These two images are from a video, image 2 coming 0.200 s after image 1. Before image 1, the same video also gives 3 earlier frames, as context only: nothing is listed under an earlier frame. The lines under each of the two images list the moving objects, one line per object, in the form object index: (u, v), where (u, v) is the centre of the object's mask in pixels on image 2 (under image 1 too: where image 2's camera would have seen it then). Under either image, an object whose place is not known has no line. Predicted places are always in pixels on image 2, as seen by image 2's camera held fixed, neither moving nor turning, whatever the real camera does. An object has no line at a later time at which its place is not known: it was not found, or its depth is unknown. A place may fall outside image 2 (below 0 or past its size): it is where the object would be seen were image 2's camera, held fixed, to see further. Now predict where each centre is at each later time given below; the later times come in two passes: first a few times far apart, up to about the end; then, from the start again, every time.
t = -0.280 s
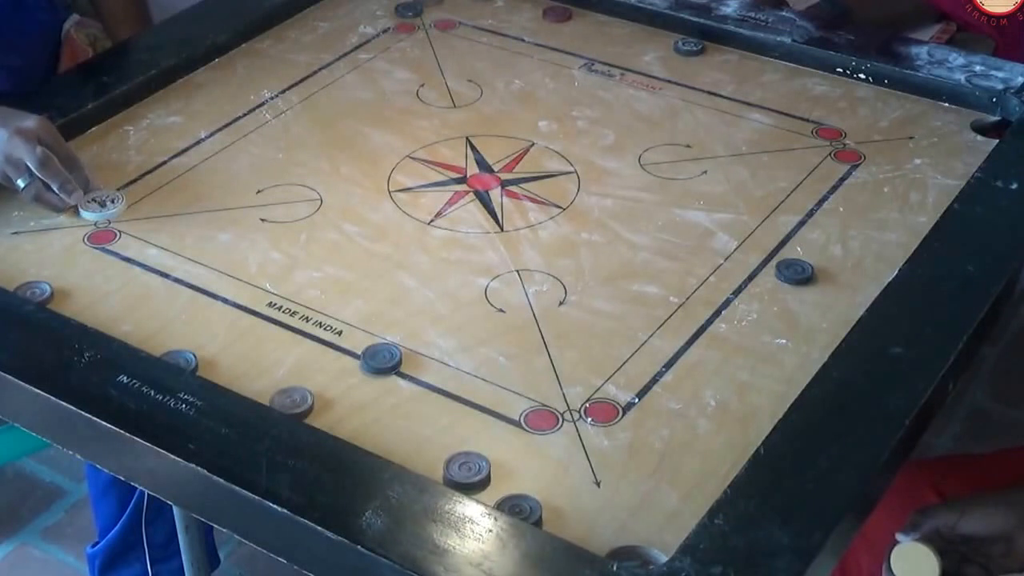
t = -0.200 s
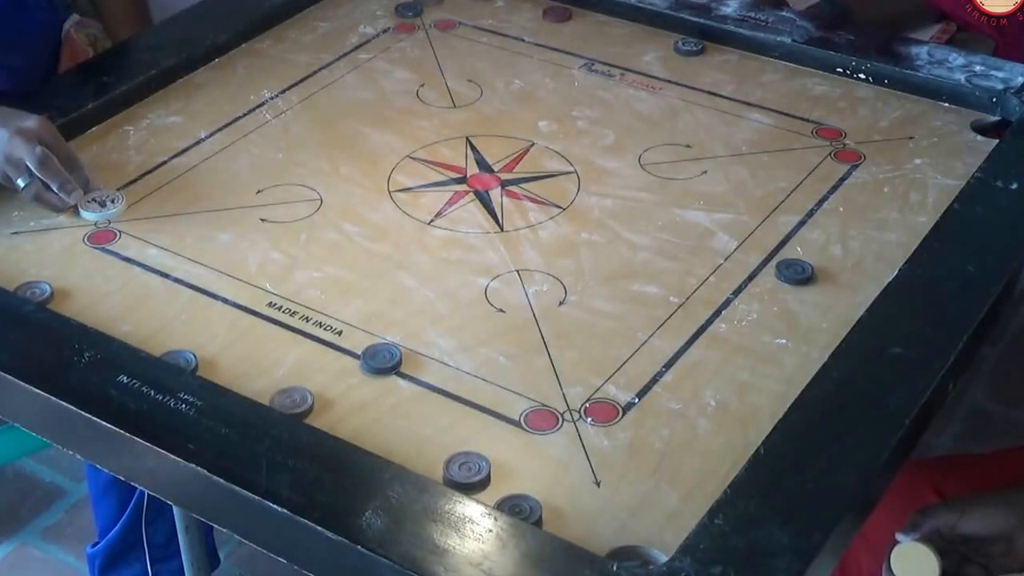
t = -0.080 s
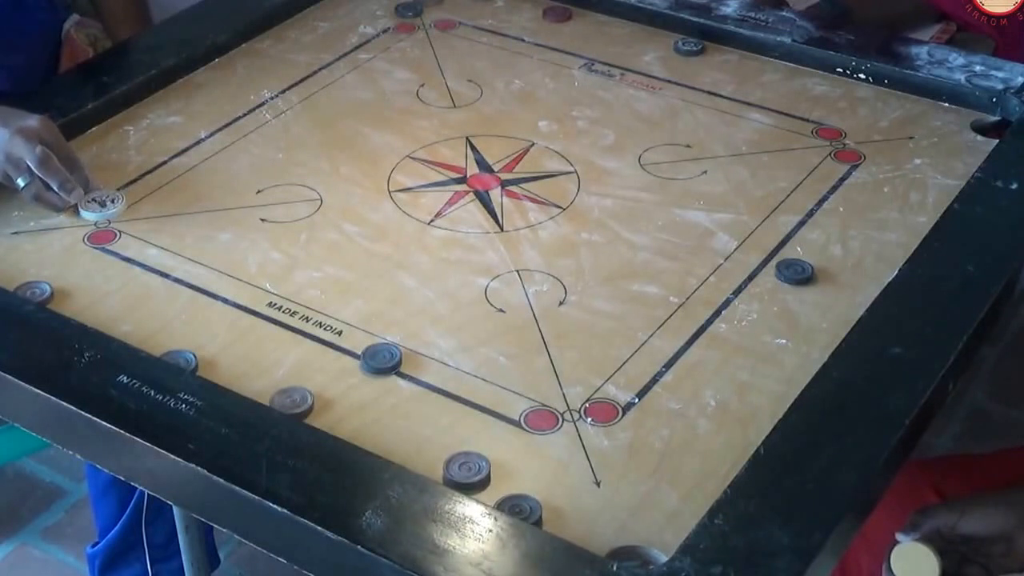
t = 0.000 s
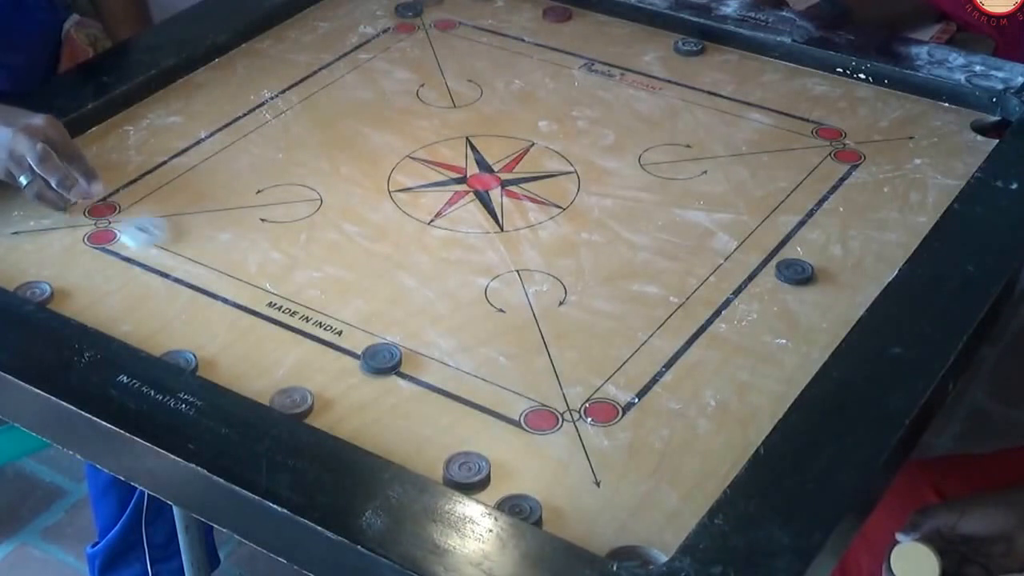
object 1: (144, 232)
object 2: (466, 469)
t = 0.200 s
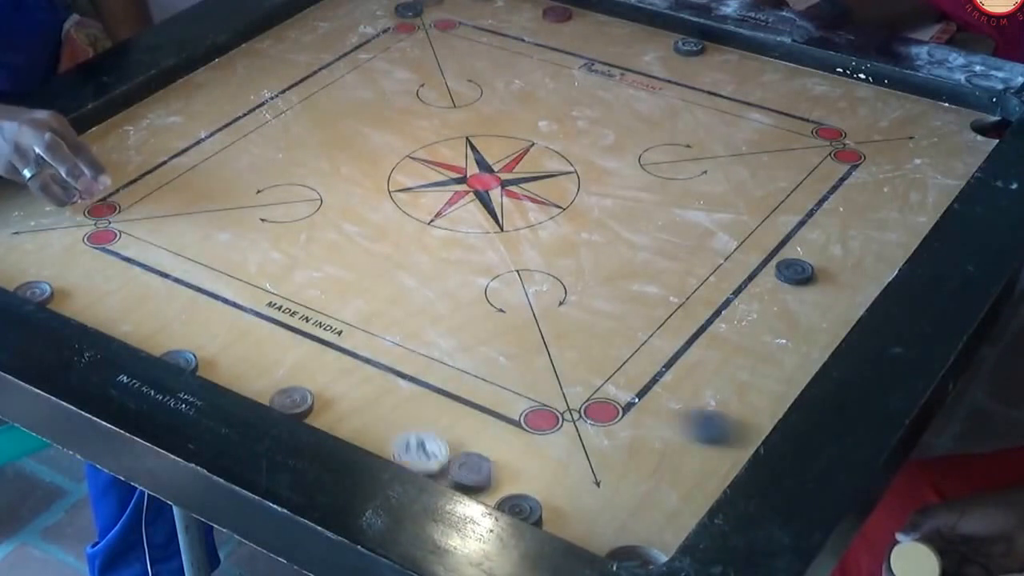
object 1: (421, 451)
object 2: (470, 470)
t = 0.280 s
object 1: (486, 466)
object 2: (555, 470)
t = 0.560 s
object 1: (620, 399)
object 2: (747, 431)
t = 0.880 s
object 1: (644, 374)
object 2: (747, 413)
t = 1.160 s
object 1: (644, 374)
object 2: (747, 413)
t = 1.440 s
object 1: (644, 374)
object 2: (747, 413)
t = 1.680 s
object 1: (644, 374)
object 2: (747, 413)
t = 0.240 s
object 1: (449, 467)
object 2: (523, 477)
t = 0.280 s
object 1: (486, 466)
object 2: (555, 470)
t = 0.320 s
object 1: (523, 461)
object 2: (584, 463)
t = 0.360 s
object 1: (556, 458)
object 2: (614, 456)
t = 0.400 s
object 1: (581, 450)
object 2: (649, 449)
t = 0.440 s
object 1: (593, 435)
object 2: (680, 444)
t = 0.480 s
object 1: (603, 421)
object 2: (708, 439)
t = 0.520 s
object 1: (612, 409)
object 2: (731, 435)
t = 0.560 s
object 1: (620, 399)
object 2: (747, 431)
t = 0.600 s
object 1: (627, 390)
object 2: (751, 425)
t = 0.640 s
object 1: (632, 384)
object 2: (749, 419)
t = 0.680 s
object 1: (637, 380)
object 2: (747, 416)
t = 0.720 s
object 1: (641, 376)
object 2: (747, 414)
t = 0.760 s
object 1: (643, 375)
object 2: (747, 413)
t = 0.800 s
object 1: (644, 374)
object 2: (747, 413)
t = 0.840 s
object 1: (644, 374)
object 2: (747, 413)
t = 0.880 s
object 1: (644, 374)
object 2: (747, 413)
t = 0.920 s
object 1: (644, 374)
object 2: (747, 413)
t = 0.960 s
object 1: (644, 374)
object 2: (747, 413)
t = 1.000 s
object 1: (644, 374)
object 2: (747, 413)
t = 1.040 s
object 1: (644, 374)
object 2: (747, 413)
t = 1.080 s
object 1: (644, 374)
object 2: (747, 413)
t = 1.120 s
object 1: (644, 374)
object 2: (747, 413)
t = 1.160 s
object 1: (644, 374)
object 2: (747, 413)
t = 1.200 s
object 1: (644, 374)
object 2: (747, 413)
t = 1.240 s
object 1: (644, 374)
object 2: (747, 413)
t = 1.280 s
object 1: (644, 374)
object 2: (747, 413)
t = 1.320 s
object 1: (644, 374)
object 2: (747, 413)
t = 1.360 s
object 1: (644, 374)
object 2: (747, 413)
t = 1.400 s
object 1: (644, 374)
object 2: (747, 413)
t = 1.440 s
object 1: (644, 374)
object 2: (747, 413)
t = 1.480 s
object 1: (644, 374)
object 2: (747, 413)
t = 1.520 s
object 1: (644, 374)
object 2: (747, 413)
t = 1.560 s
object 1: (644, 374)
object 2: (747, 413)
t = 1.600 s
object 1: (644, 374)
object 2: (747, 413)
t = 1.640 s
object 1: (644, 374)
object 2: (747, 413)
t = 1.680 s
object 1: (644, 374)
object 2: (747, 413)
